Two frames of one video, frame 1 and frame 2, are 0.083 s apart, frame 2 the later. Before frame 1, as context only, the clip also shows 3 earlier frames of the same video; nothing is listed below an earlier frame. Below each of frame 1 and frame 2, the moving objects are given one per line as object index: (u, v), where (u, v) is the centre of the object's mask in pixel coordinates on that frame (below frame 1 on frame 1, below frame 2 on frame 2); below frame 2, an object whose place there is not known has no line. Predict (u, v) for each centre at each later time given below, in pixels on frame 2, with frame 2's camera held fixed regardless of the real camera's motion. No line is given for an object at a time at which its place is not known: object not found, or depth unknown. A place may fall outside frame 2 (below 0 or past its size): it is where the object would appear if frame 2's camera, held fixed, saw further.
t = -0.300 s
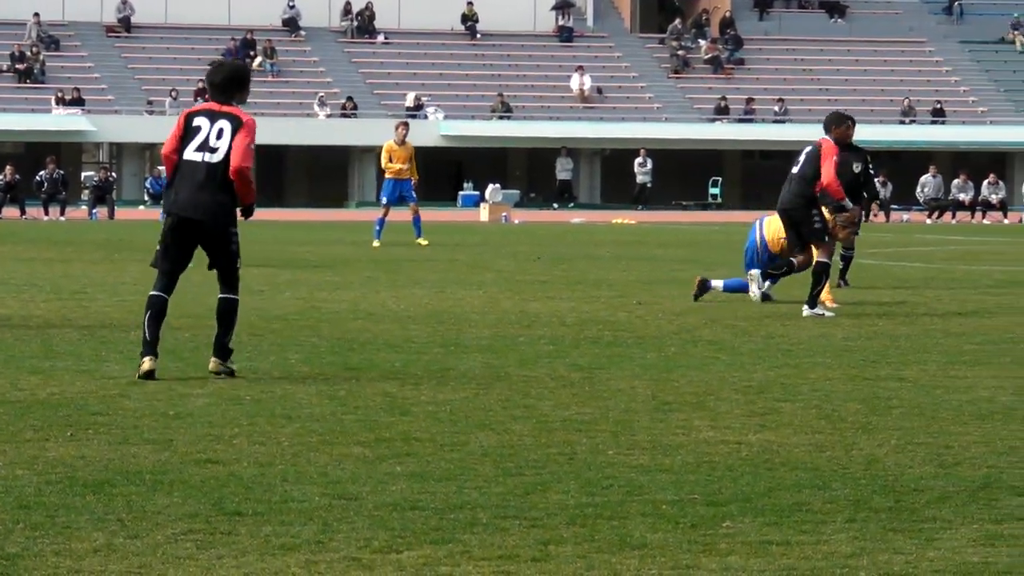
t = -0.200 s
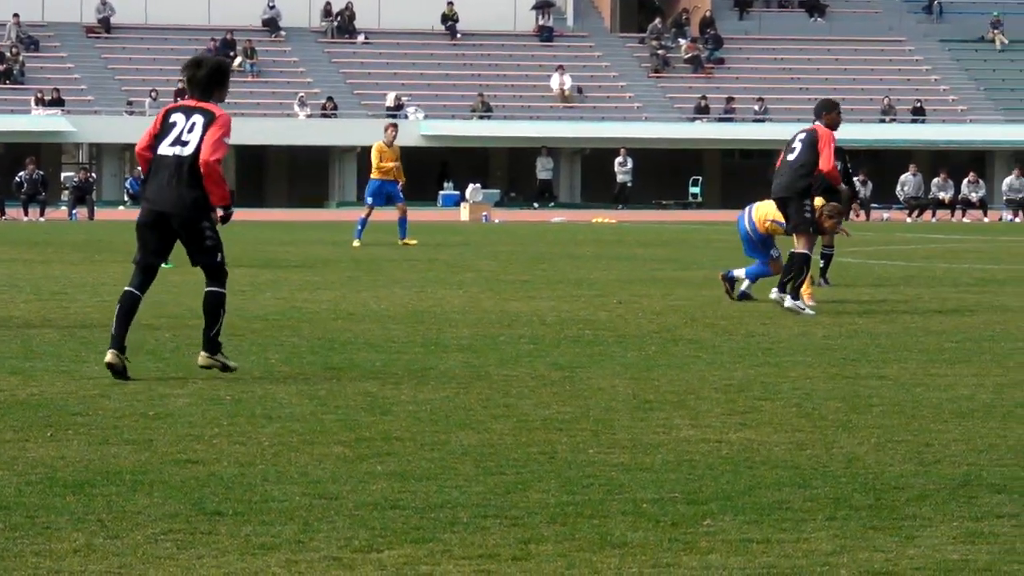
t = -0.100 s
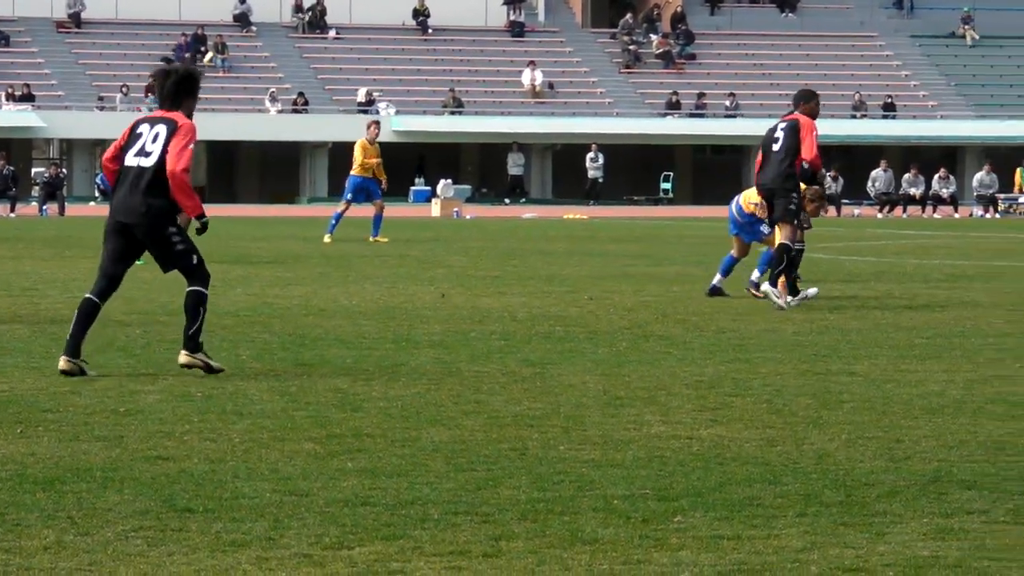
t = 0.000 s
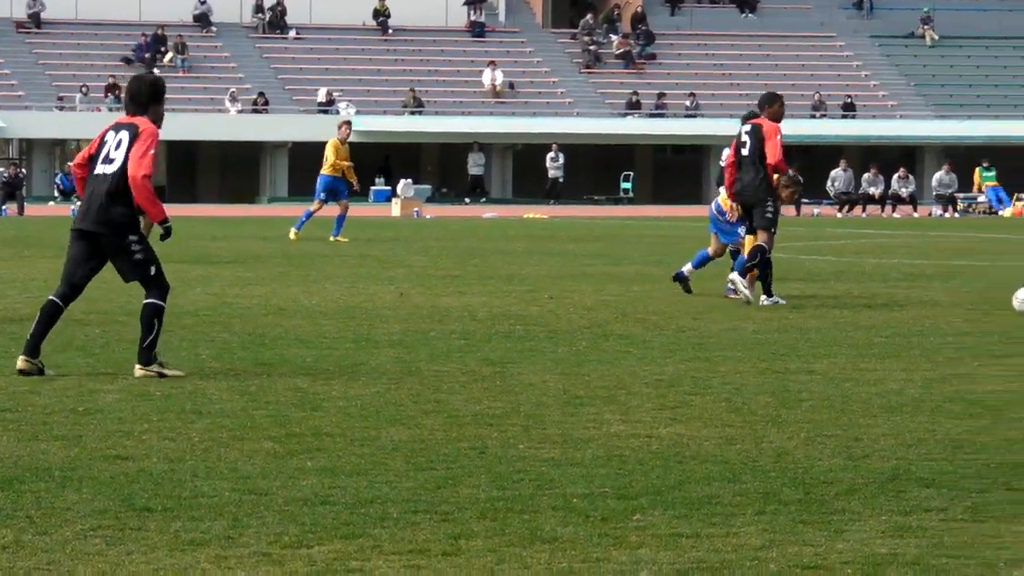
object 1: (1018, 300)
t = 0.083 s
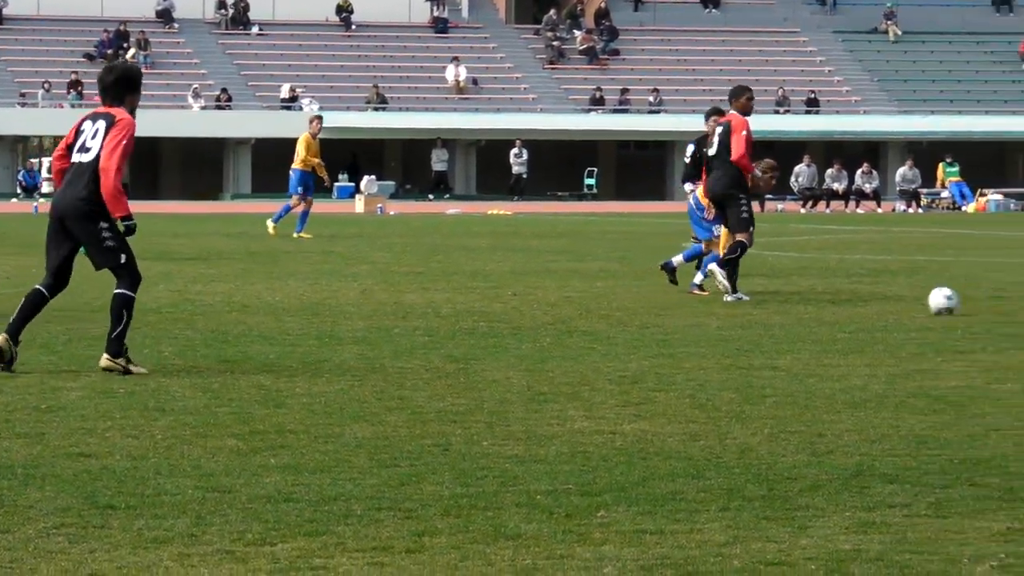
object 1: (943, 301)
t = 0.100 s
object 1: (931, 302)
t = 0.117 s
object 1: (919, 302)
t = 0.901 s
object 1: (547, 335)
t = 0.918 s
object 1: (541, 335)
